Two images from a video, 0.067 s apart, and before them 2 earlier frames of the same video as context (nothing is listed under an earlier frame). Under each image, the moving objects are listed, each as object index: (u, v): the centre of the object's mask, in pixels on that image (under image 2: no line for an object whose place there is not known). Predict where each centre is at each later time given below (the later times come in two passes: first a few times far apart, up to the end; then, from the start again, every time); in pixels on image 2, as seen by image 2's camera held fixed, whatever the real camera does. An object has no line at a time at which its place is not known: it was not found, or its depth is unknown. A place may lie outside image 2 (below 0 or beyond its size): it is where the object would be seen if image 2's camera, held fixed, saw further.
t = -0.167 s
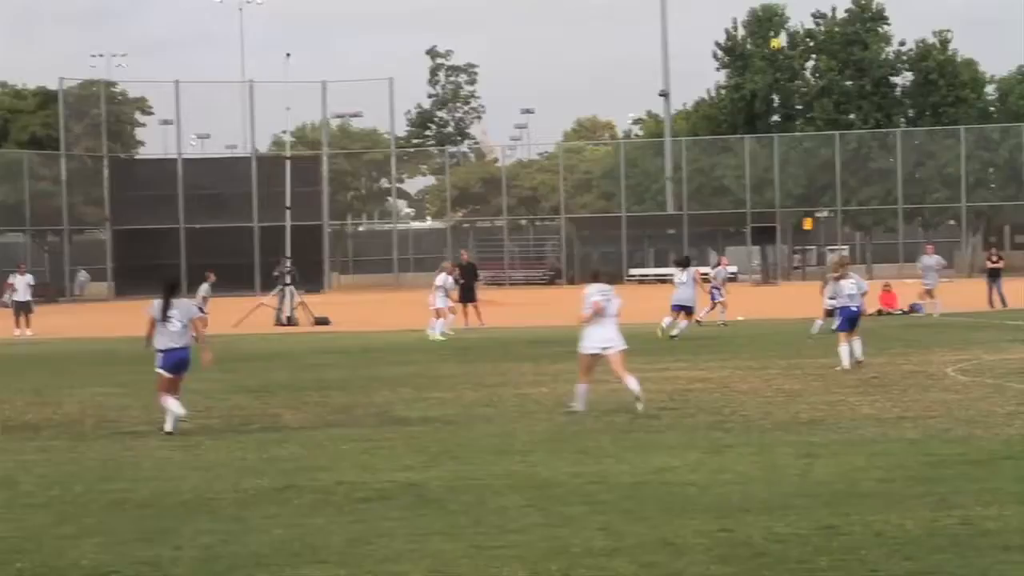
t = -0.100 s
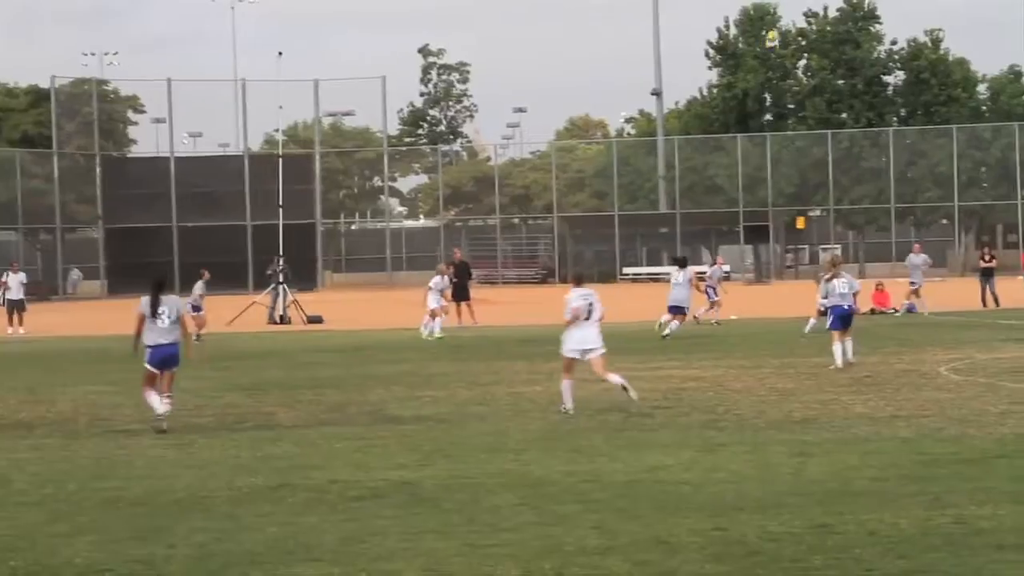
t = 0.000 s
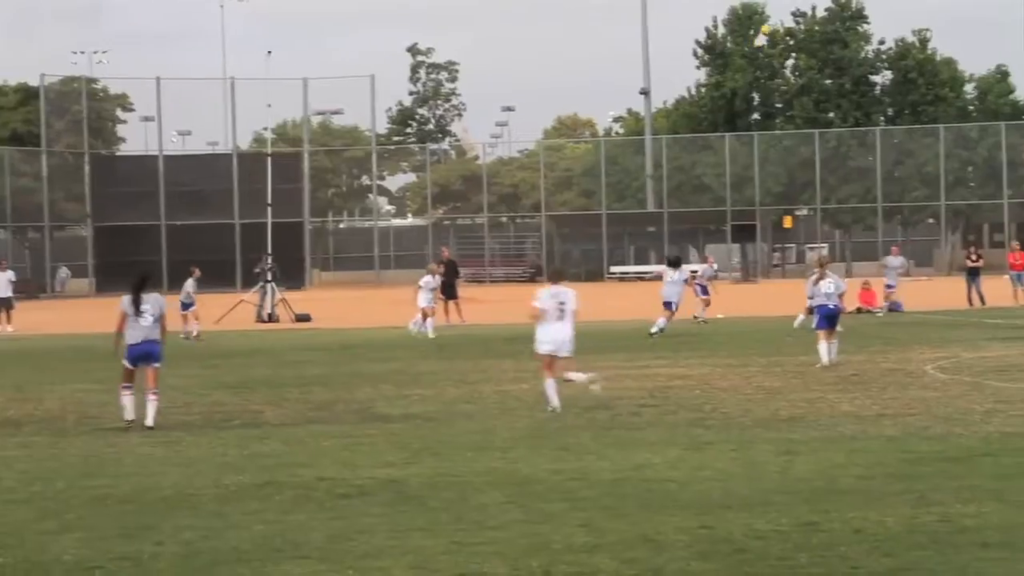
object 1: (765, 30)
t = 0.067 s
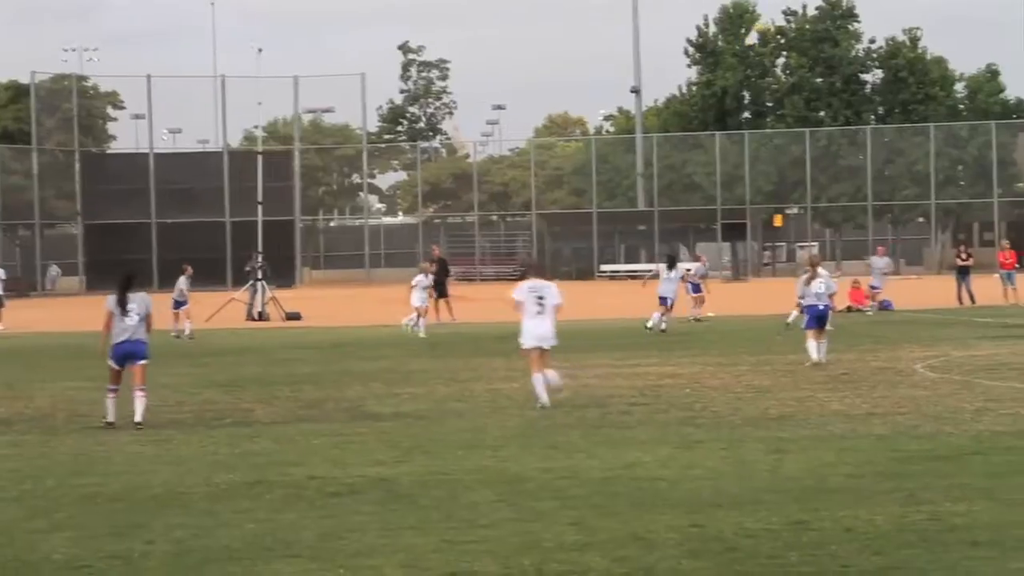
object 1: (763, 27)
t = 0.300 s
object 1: (774, 39)
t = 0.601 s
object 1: (793, 94)
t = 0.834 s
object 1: (810, 169)
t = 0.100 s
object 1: (765, 27)
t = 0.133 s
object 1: (765, 28)
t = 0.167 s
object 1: (766, 28)
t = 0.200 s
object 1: (768, 30)
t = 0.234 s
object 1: (770, 32)
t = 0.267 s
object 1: (772, 35)
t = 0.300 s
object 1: (774, 39)
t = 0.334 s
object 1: (776, 42)
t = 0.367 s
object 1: (778, 46)
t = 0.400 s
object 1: (781, 51)
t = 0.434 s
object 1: (783, 57)
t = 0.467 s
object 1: (785, 63)
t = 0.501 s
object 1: (787, 69)
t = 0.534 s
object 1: (788, 78)
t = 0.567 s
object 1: (791, 85)
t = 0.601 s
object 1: (793, 94)
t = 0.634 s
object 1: (795, 103)
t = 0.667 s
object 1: (798, 113)
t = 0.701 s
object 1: (800, 122)
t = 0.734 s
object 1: (802, 133)
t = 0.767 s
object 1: (805, 145)
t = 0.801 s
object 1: (808, 156)
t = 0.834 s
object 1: (810, 169)
